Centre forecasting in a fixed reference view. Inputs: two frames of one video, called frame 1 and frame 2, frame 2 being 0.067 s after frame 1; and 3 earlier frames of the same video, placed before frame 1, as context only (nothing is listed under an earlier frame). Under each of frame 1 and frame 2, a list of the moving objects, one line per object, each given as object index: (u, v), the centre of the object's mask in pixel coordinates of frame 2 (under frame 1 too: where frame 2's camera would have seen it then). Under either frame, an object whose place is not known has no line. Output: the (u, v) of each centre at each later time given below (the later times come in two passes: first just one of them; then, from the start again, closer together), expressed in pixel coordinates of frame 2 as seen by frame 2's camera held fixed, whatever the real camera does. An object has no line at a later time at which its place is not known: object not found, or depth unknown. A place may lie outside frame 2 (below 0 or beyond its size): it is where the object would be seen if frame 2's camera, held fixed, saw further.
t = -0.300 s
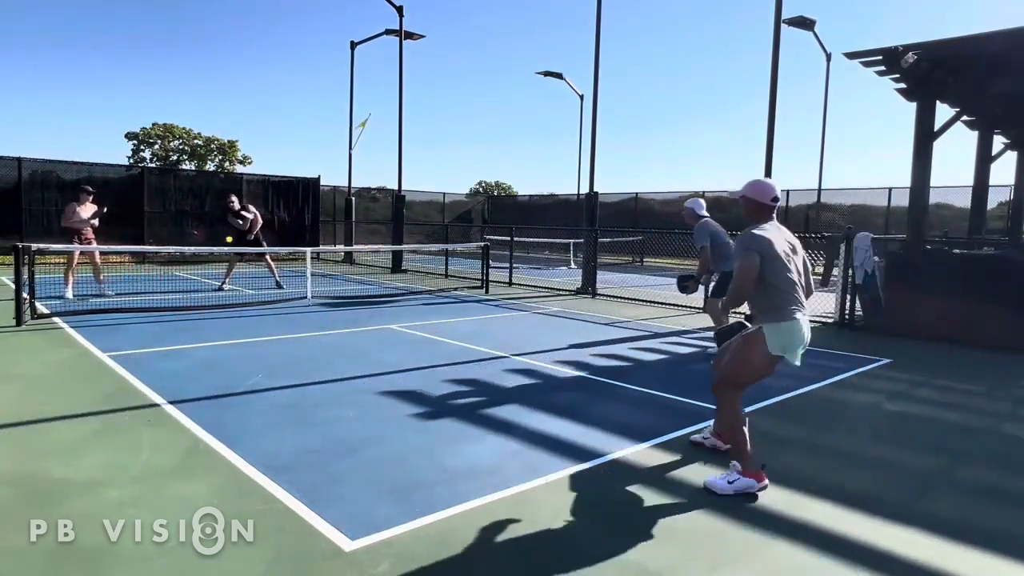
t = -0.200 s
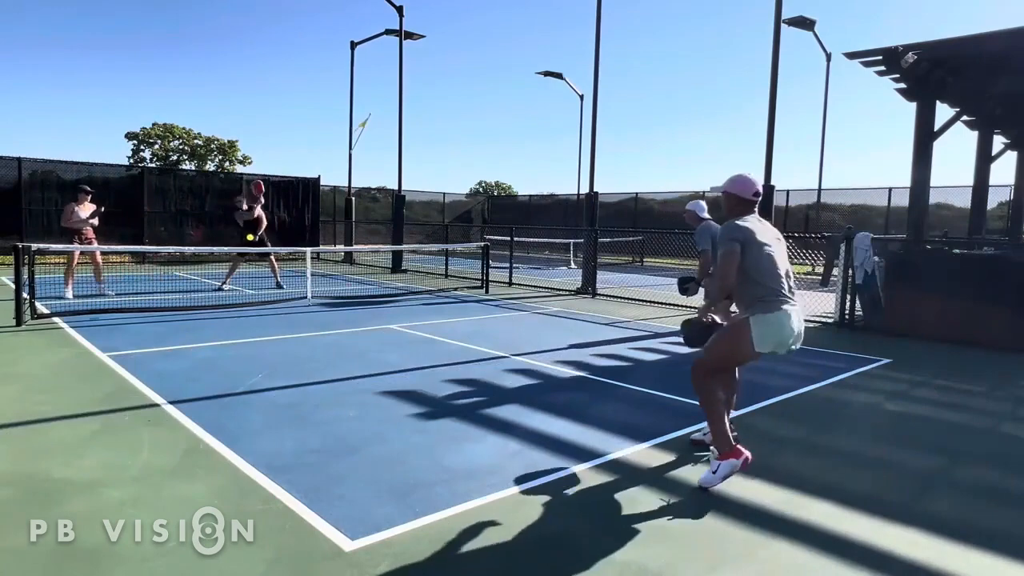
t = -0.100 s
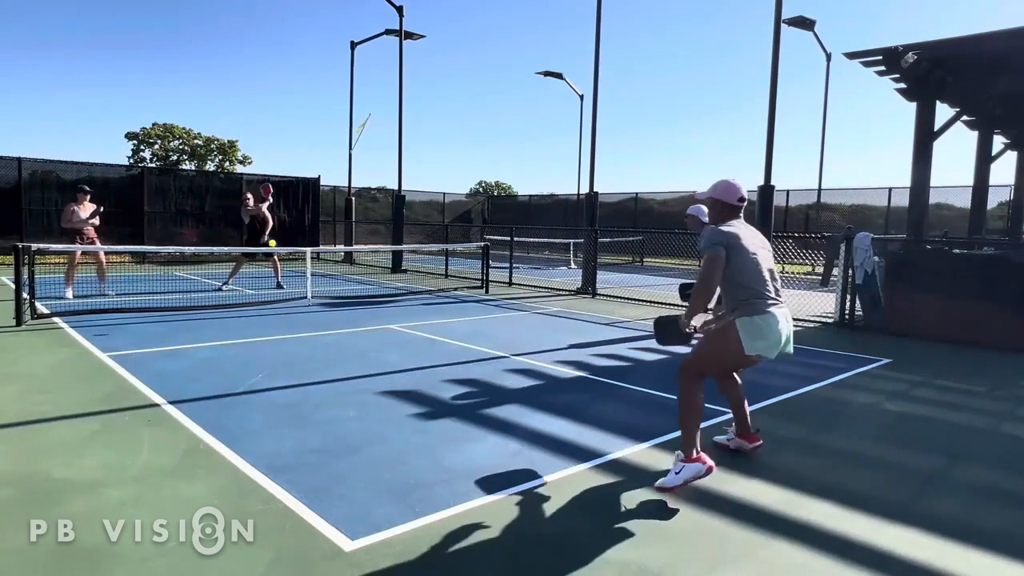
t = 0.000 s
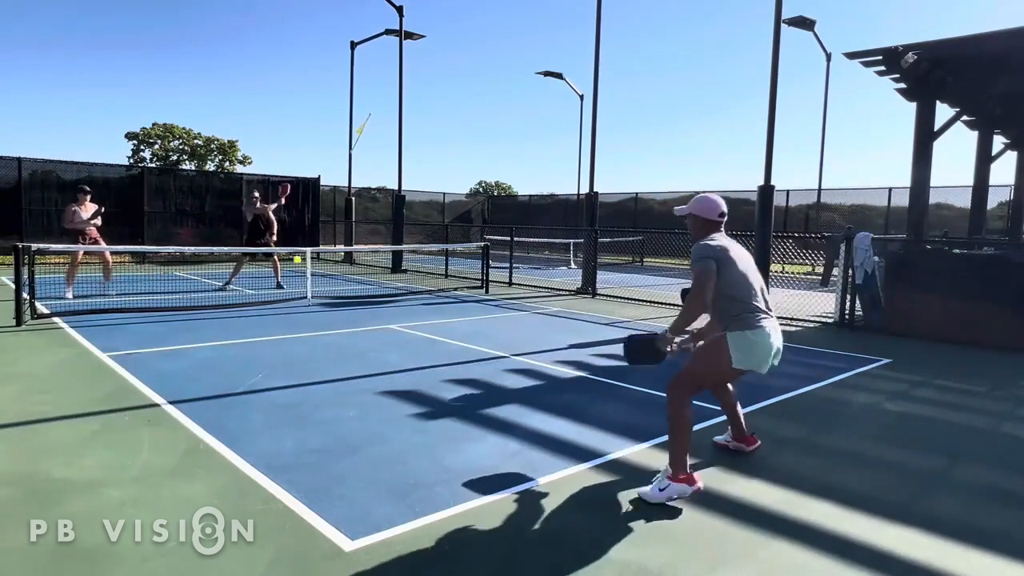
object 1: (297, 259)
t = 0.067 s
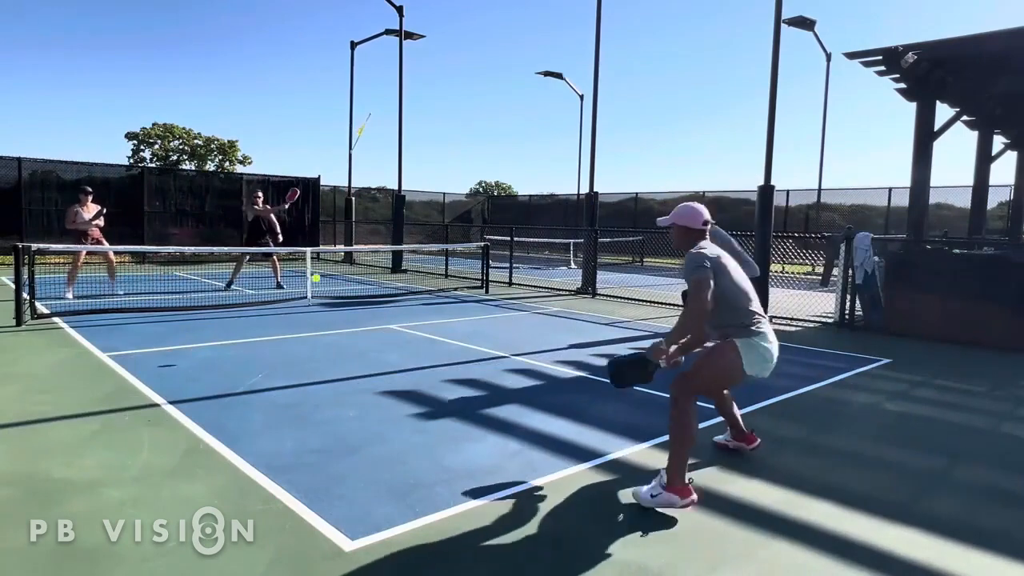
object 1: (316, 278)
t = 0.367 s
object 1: (417, 388)
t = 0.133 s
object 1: (336, 304)
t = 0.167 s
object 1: (348, 320)
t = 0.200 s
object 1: (359, 340)
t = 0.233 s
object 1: (372, 363)
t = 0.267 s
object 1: (379, 375)
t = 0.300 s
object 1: (397, 396)
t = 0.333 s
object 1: (406, 391)
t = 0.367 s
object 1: (417, 388)
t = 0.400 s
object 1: (428, 386)
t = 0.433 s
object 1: (439, 386)
